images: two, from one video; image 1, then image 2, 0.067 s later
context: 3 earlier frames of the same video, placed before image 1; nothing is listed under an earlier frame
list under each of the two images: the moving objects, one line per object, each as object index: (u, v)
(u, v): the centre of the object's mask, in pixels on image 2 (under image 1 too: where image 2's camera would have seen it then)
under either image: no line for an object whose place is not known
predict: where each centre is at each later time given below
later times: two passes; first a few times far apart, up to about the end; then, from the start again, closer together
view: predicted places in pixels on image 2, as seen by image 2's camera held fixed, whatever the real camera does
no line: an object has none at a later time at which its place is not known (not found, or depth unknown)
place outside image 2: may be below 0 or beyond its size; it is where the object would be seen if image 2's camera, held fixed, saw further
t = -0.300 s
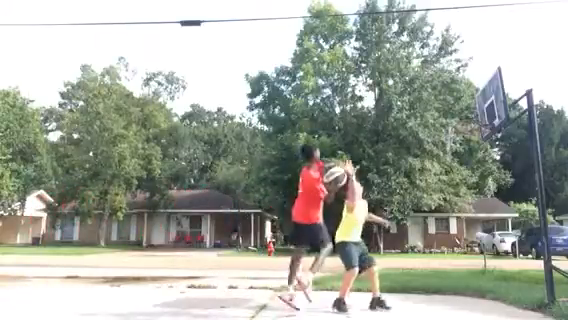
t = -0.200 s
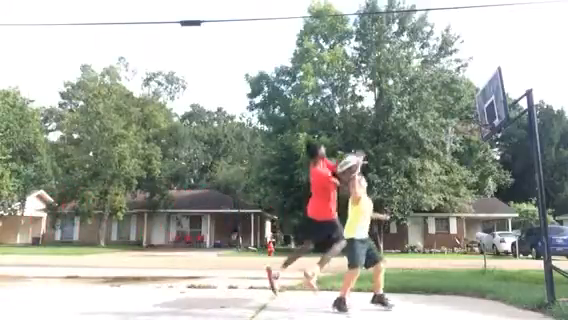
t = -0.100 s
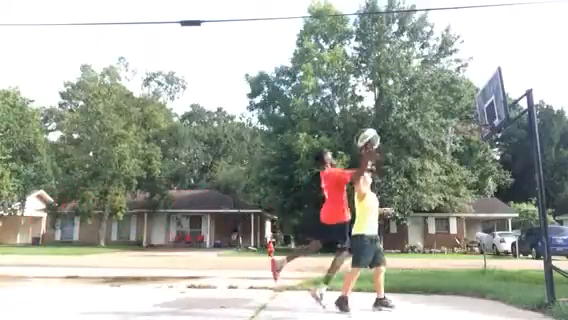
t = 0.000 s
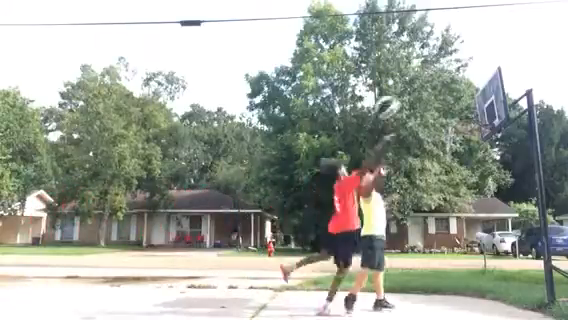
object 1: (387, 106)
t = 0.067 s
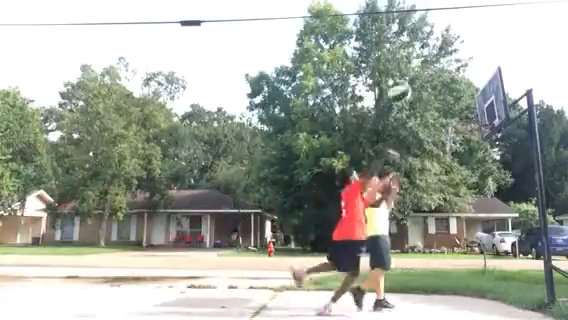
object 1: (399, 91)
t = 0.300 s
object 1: (438, 72)
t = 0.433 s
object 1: (457, 76)
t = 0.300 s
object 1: (438, 72)
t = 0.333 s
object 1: (442, 72)
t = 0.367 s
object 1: (447, 74)
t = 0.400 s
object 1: (450, 78)
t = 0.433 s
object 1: (457, 76)
